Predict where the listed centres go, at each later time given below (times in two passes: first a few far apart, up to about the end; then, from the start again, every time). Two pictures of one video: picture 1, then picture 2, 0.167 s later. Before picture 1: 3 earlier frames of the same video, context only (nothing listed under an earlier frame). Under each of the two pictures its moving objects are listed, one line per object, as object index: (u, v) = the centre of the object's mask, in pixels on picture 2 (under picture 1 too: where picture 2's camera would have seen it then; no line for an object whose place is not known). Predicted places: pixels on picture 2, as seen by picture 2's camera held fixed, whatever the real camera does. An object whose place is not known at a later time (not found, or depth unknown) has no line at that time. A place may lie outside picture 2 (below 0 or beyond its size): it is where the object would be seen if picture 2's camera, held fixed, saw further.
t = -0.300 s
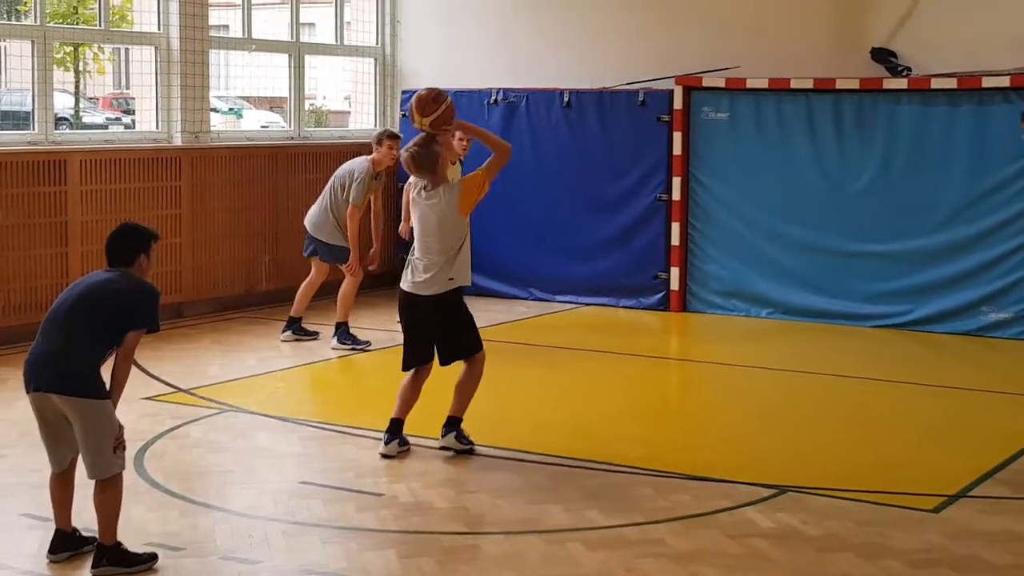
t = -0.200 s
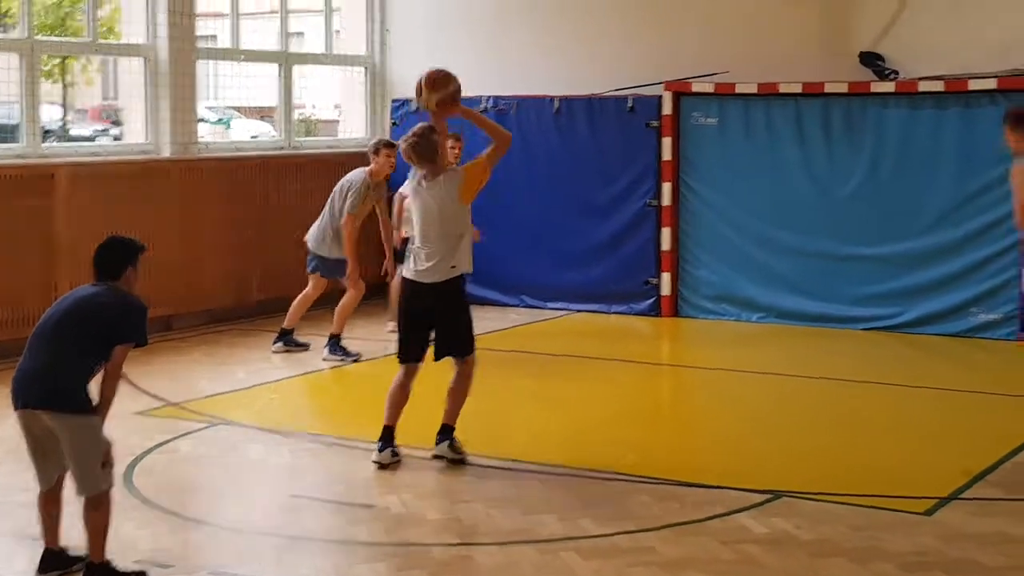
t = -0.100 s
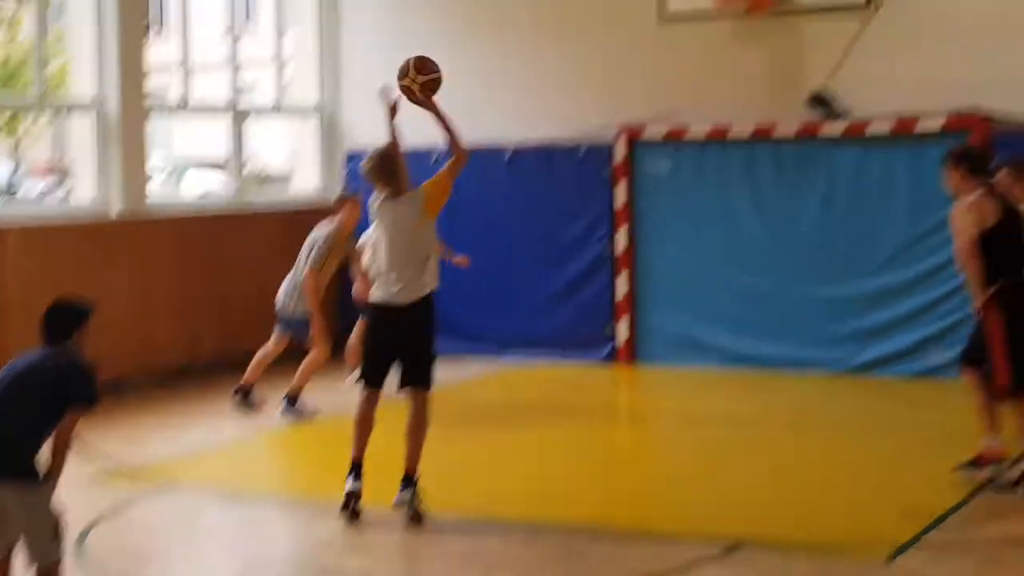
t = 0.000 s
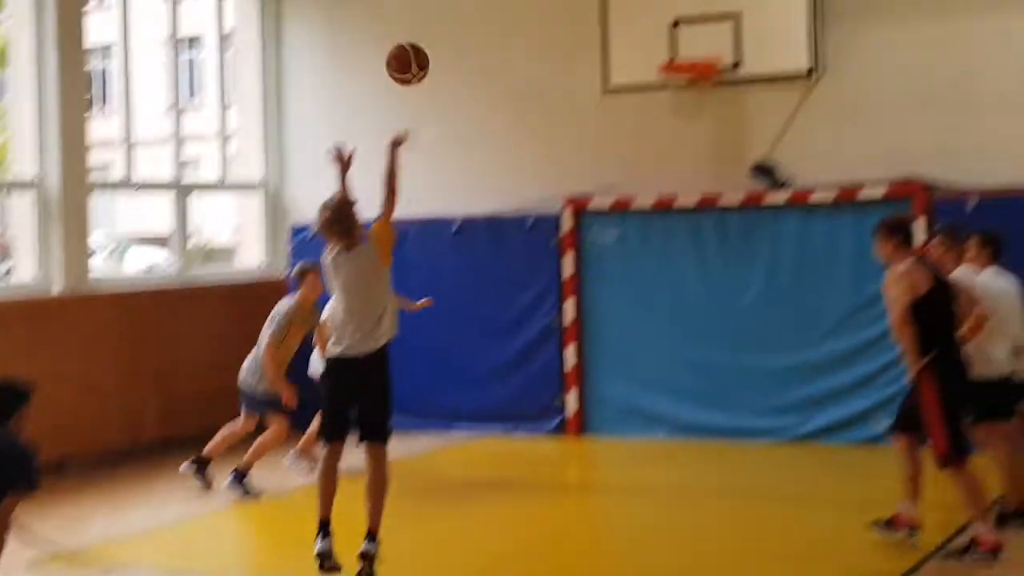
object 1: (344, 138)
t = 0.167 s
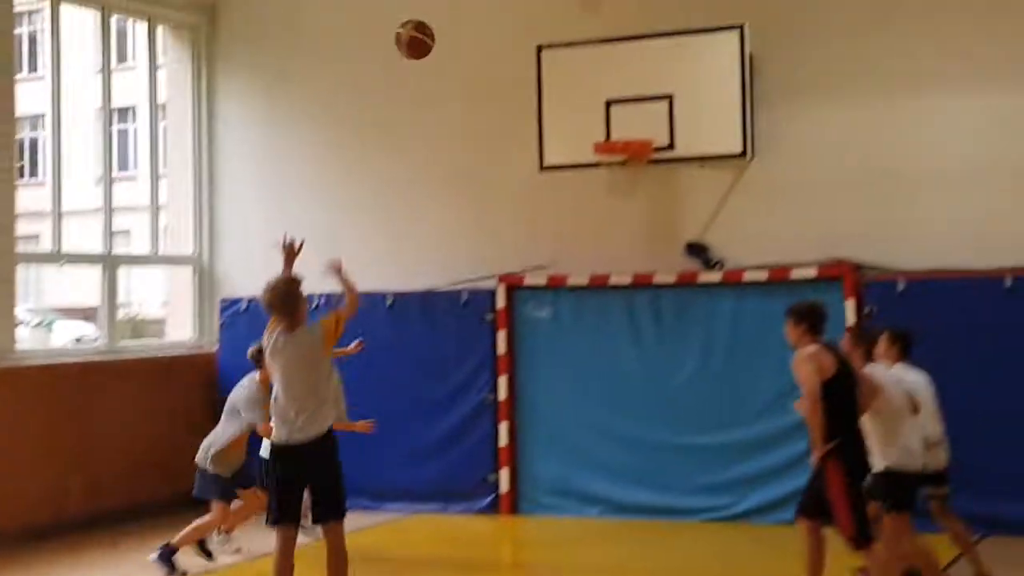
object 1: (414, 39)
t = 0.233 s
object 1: (440, 17)
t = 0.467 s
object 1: (520, -8)
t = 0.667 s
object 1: (578, 31)
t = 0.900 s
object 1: (634, 126)
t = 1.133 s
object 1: (612, 78)
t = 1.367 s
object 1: (592, 97)
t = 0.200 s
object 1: (428, 27)
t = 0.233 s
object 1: (440, 17)
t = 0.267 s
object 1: (452, 8)
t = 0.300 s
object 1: (464, 1)
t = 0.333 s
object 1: (476, -4)
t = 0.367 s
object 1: (487, -9)
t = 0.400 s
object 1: (498, -10)
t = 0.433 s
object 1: (509, -10)
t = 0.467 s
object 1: (520, -8)
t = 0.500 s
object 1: (530, -4)
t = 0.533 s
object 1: (540, 0)
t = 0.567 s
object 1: (550, 6)
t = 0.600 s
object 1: (559, 14)
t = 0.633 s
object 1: (569, 22)
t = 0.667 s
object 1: (578, 31)
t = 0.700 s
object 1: (587, 44)
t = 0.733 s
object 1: (596, 56)
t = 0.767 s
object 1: (604, 69)
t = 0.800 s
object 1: (613, 84)
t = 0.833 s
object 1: (621, 100)
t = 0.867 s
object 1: (629, 117)
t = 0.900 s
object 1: (634, 126)
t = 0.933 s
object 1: (631, 117)
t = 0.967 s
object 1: (628, 107)
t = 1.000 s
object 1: (624, 98)
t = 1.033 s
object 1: (621, 91)
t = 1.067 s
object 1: (618, 85)
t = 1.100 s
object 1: (615, 81)
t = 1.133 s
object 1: (612, 78)
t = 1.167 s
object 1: (609, 76)
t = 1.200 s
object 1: (606, 76)
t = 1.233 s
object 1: (604, 77)
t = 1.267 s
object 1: (601, 80)
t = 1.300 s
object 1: (598, 83)
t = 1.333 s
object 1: (595, 89)
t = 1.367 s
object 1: (592, 97)
